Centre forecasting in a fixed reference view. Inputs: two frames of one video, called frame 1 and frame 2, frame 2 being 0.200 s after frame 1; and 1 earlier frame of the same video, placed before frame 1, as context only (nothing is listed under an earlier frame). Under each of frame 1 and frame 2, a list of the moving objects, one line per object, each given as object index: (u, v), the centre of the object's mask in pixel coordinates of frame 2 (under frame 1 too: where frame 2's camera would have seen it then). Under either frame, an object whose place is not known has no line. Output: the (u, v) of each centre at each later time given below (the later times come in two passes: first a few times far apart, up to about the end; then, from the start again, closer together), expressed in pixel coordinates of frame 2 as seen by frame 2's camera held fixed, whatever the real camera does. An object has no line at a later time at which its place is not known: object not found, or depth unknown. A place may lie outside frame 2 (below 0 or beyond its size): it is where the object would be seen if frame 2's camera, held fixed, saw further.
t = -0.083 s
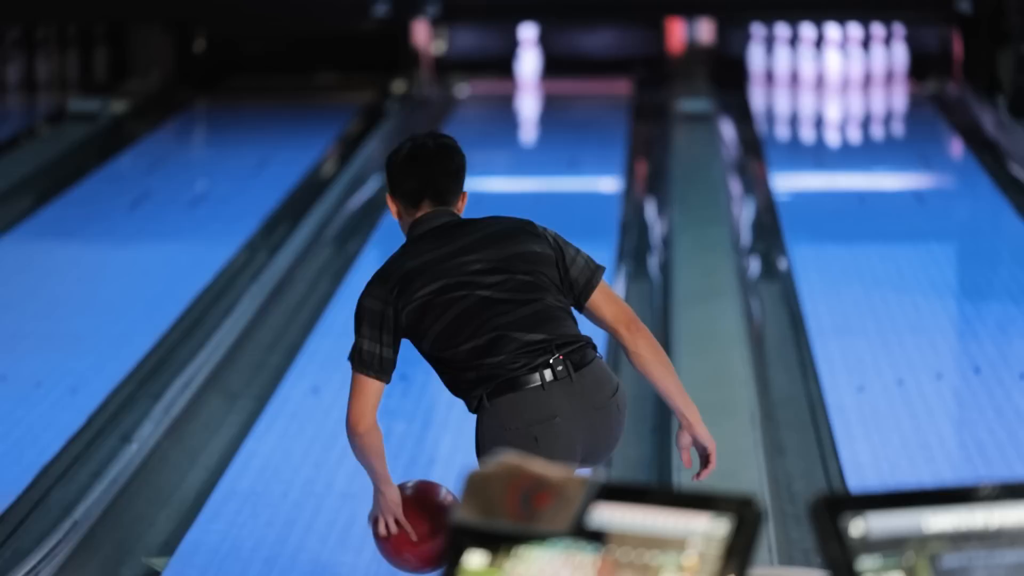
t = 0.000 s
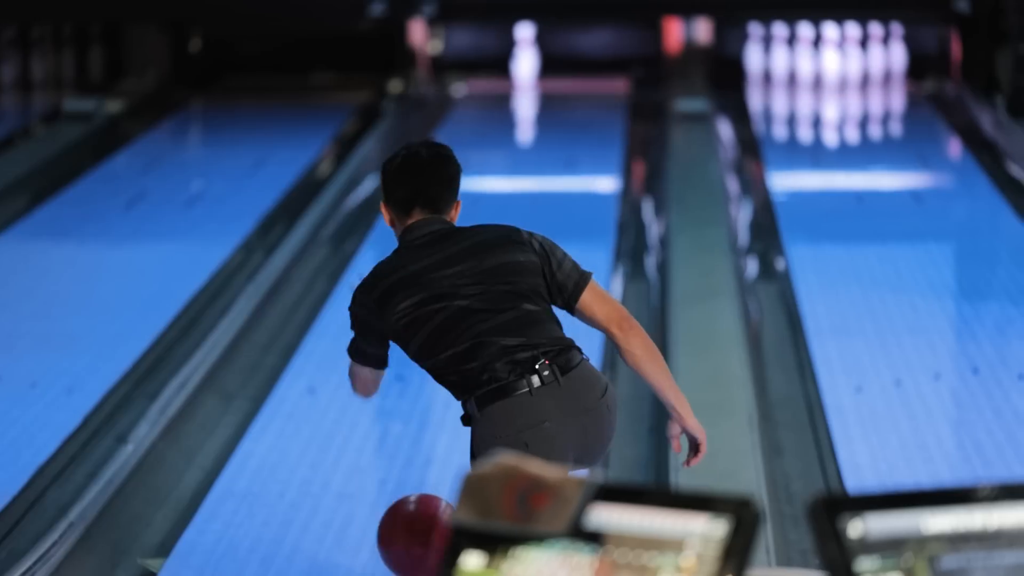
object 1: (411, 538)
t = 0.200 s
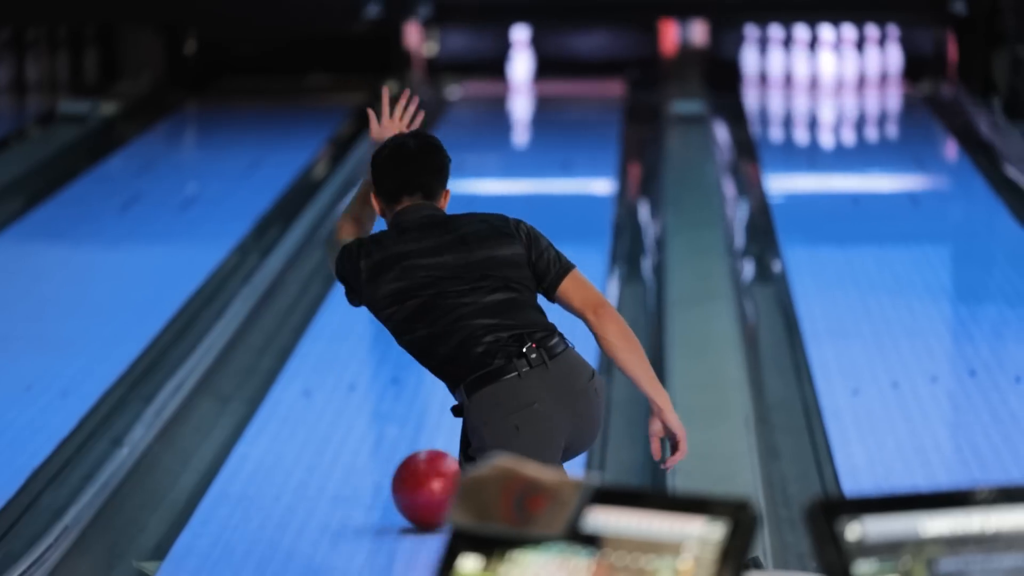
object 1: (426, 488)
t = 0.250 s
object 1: (428, 471)
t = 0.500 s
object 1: (443, 391)
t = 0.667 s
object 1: (448, 351)
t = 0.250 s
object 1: (428, 471)
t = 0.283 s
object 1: (429, 459)
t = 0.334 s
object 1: (433, 441)
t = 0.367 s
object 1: (436, 430)
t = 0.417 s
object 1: (440, 415)
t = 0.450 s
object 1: (442, 405)
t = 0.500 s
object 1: (443, 391)
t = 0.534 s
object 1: (444, 383)
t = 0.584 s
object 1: (446, 370)
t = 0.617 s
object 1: (447, 362)
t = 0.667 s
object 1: (448, 351)
